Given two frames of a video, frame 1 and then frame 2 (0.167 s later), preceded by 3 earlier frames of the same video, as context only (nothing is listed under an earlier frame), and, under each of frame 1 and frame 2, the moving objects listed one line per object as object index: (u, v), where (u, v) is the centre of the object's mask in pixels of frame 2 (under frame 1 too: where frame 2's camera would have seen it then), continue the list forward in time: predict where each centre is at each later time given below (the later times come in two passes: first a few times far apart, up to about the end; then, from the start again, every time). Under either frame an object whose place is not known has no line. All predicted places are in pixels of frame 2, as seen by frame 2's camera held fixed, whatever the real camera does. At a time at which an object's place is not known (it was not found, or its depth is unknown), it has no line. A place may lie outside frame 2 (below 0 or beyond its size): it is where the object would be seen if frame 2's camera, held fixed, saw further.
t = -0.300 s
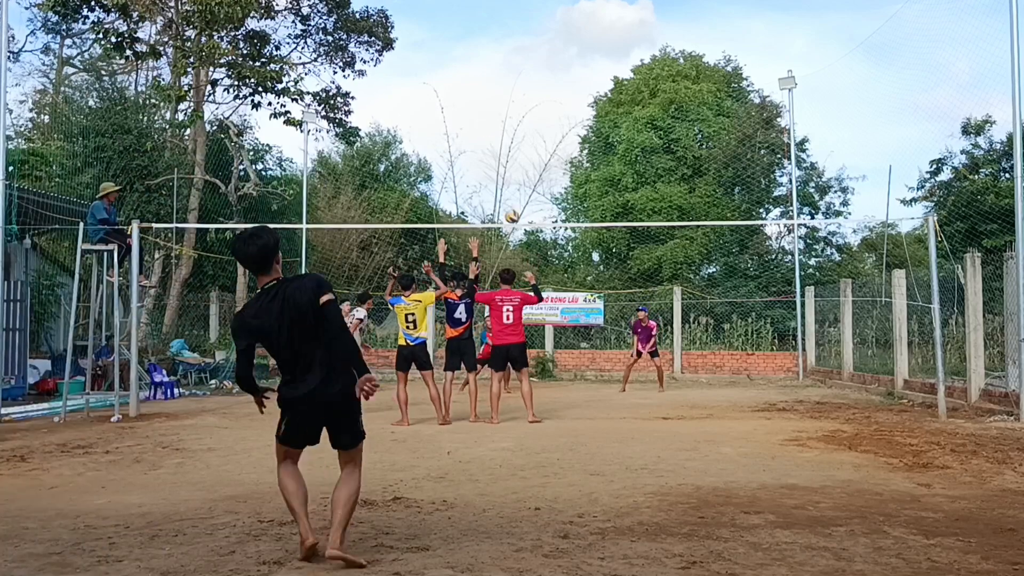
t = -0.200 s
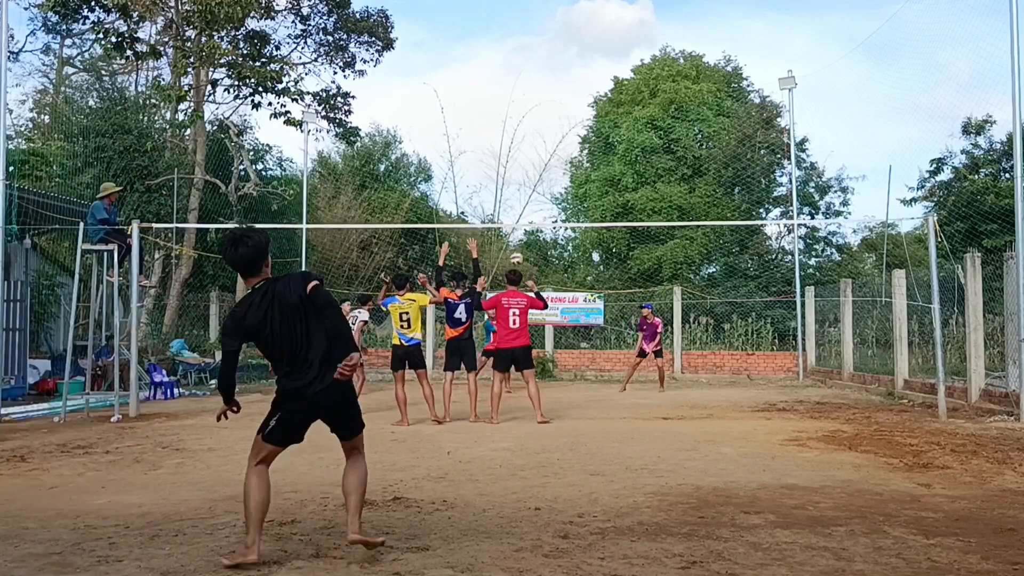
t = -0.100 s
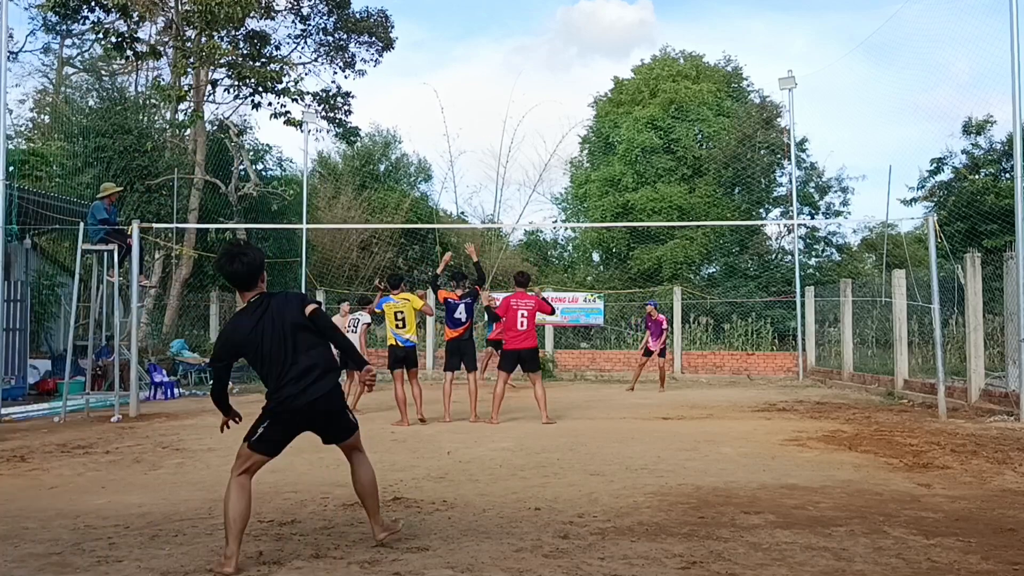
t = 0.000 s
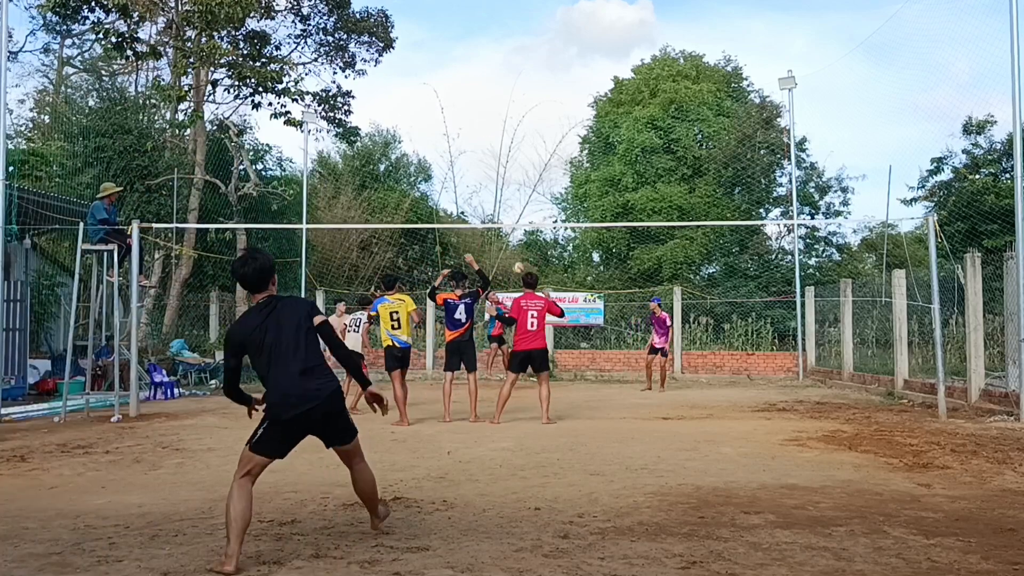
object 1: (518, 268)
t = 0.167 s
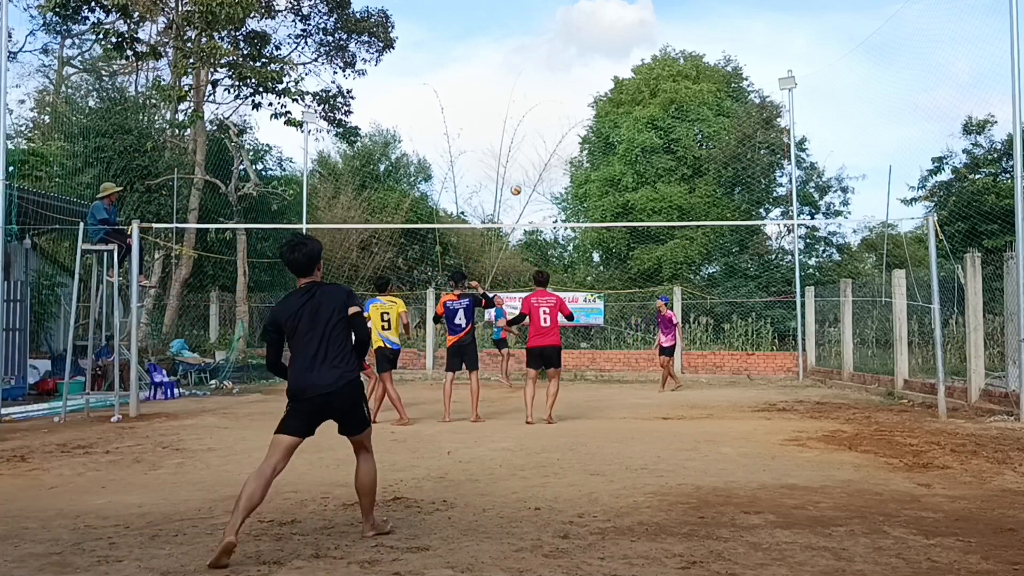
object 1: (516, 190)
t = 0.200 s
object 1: (515, 176)
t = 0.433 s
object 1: (511, 92)
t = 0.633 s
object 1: (507, 42)
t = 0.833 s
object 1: (503, 14)
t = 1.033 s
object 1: (499, 7)
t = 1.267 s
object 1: (493, 28)
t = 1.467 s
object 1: (489, 71)
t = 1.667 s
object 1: (486, 140)
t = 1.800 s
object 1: (484, 200)
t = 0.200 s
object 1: (515, 176)
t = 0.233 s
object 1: (515, 162)
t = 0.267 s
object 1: (514, 149)
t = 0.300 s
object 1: (513, 137)
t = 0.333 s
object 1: (513, 125)
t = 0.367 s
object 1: (512, 113)
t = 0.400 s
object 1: (512, 102)
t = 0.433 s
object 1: (511, 92)
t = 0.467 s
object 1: (510, 82)
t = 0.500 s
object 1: (510, 73)
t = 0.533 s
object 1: (509, 64)
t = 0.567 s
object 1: (508, 56)
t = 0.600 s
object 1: (508, 49)
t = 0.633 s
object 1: (507, 42)
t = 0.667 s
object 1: (506, 36)
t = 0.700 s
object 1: (506, 31)
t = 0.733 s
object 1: (505, 25)
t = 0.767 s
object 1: (504, 21)
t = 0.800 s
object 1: (503, 17)
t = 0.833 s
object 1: (503, 14)
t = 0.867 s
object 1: (502, 11)
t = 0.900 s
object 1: (501, 9)
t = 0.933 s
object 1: (501, 7)
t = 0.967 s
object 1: (500, 6)
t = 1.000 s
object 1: (499, 6)
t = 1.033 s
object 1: (499, 7)
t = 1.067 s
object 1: (498, 8)
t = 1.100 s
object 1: (497, 10)
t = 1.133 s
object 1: (496, 12)
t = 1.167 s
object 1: (496, 15)
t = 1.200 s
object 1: (495, 19)
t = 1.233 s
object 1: (494, 23)
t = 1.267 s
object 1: (493, 28)
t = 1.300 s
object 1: (493, 34)
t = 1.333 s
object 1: (492, 40)
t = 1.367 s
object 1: (491, 47)
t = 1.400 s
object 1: (491, 54)
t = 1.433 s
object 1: (490, 63)
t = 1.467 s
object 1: (489, 71)
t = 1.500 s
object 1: (489, 81)
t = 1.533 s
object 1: (488, 92)
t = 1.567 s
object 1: (488, 103)
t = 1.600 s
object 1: (487, 114)
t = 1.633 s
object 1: (486, 127)
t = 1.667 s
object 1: (486, 140)
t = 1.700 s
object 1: (485, 154)
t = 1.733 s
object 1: (485, 169)
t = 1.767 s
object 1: (484, 184)
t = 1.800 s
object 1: (484, 200)
